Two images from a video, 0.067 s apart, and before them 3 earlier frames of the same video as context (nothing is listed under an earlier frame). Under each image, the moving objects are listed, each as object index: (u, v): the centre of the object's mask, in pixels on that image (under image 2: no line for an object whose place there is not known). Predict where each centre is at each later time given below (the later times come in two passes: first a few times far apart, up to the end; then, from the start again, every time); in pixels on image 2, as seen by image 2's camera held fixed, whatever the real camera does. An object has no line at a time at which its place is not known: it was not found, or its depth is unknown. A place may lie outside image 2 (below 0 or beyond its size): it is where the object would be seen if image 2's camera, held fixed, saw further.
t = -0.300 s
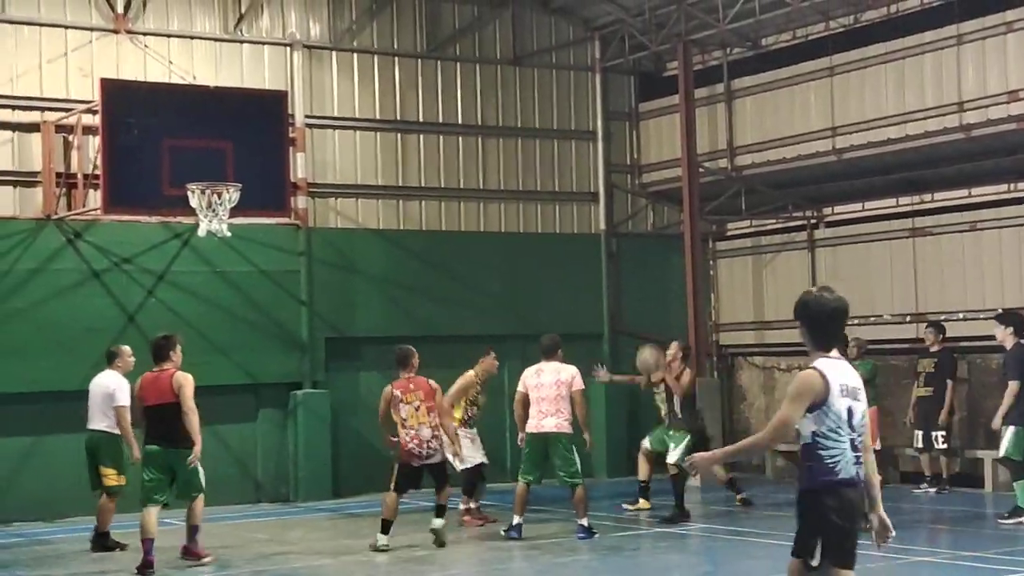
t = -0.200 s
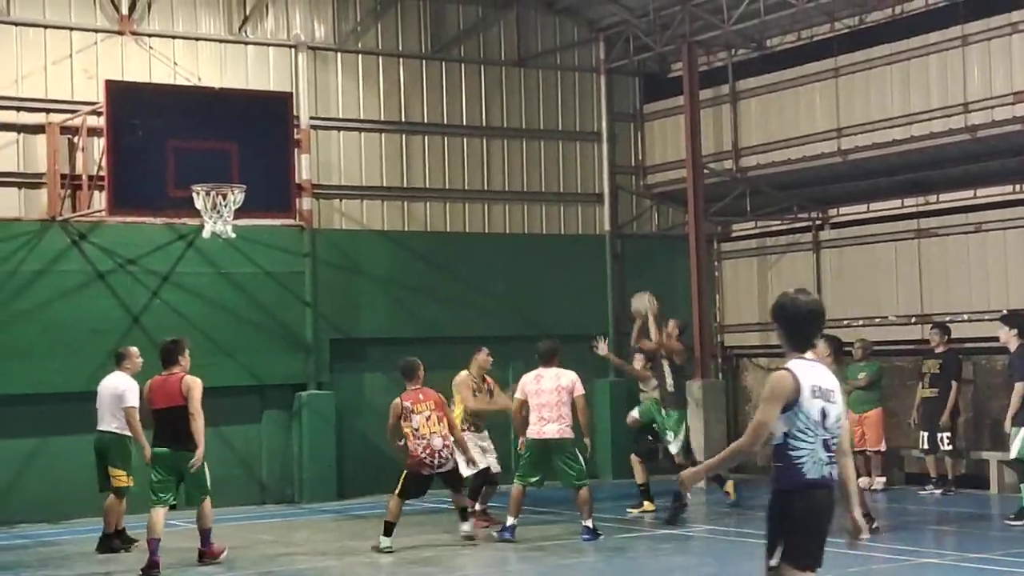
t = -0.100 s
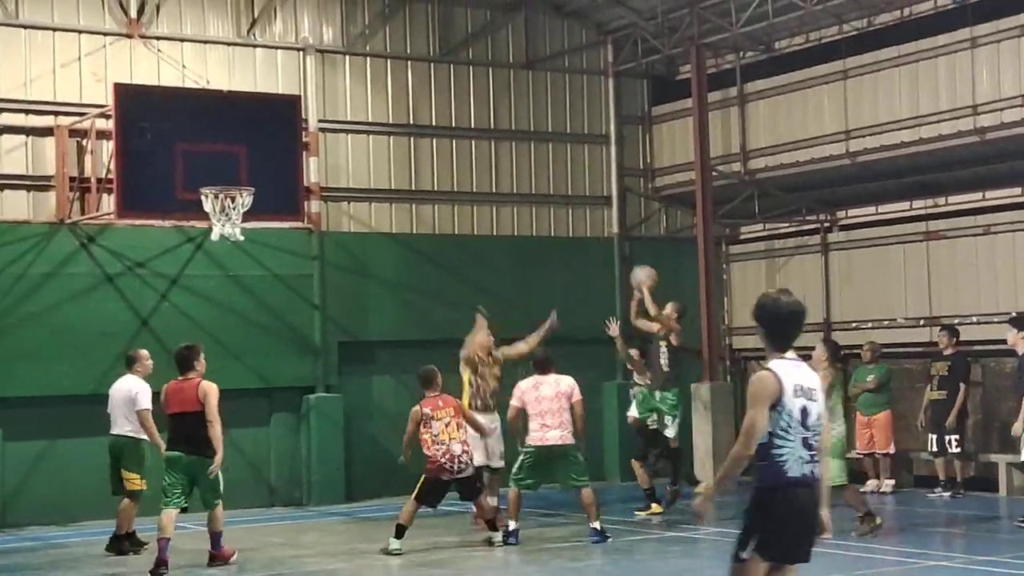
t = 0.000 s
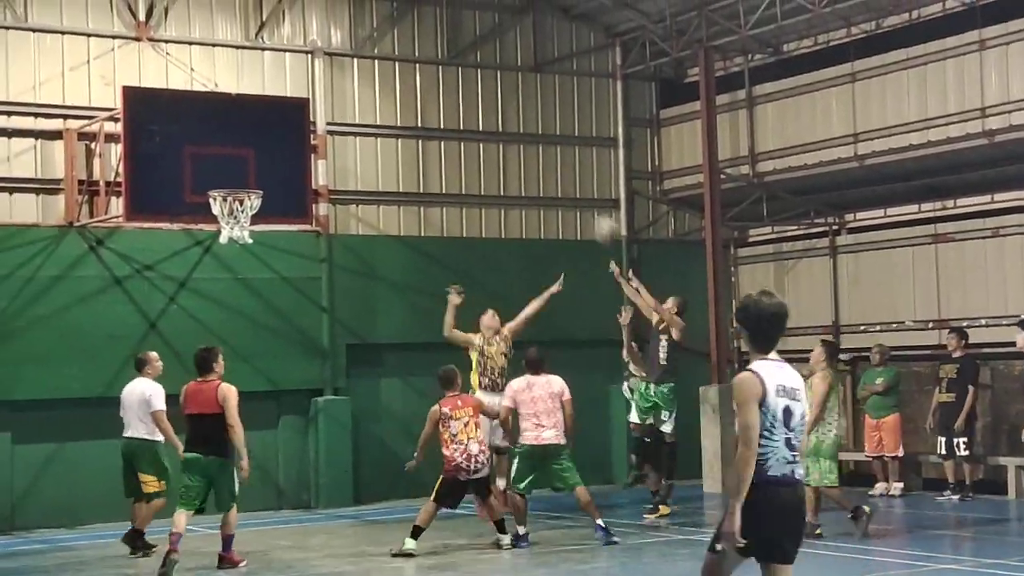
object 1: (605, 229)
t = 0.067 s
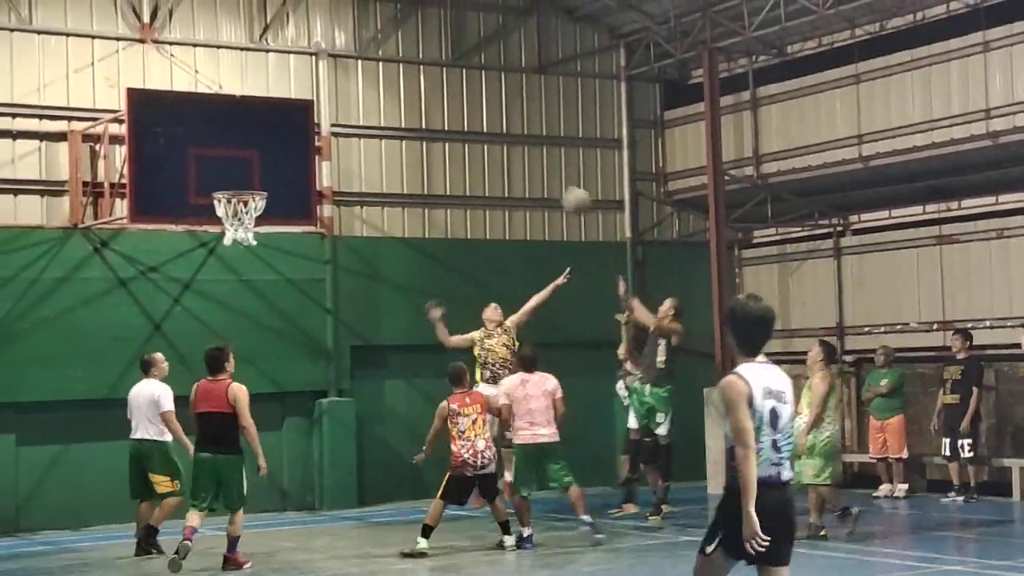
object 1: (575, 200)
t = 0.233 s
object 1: (490, 142)
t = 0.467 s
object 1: (376, 112)
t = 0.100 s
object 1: (559, 186)
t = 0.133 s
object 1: (541, 173)
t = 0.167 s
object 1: (524, 162)
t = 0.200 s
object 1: (507, 151)
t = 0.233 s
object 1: (490, 142)
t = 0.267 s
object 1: (473, 133)
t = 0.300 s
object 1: (456, 126)
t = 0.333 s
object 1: (440, 121)
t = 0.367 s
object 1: (425, 117)
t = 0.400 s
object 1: (409, 115)
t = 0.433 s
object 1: (392, 114)
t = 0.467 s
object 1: (376, 112)
